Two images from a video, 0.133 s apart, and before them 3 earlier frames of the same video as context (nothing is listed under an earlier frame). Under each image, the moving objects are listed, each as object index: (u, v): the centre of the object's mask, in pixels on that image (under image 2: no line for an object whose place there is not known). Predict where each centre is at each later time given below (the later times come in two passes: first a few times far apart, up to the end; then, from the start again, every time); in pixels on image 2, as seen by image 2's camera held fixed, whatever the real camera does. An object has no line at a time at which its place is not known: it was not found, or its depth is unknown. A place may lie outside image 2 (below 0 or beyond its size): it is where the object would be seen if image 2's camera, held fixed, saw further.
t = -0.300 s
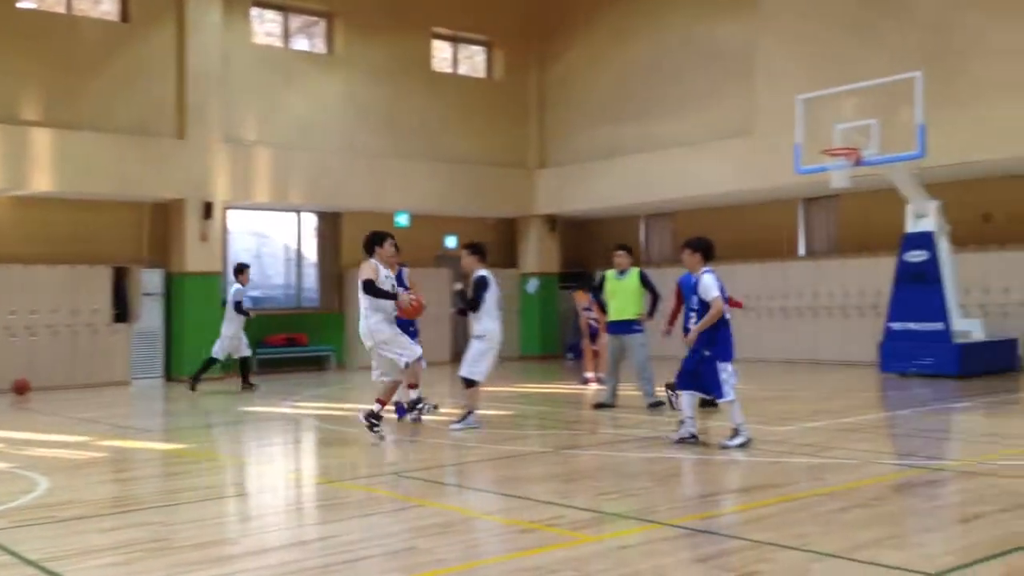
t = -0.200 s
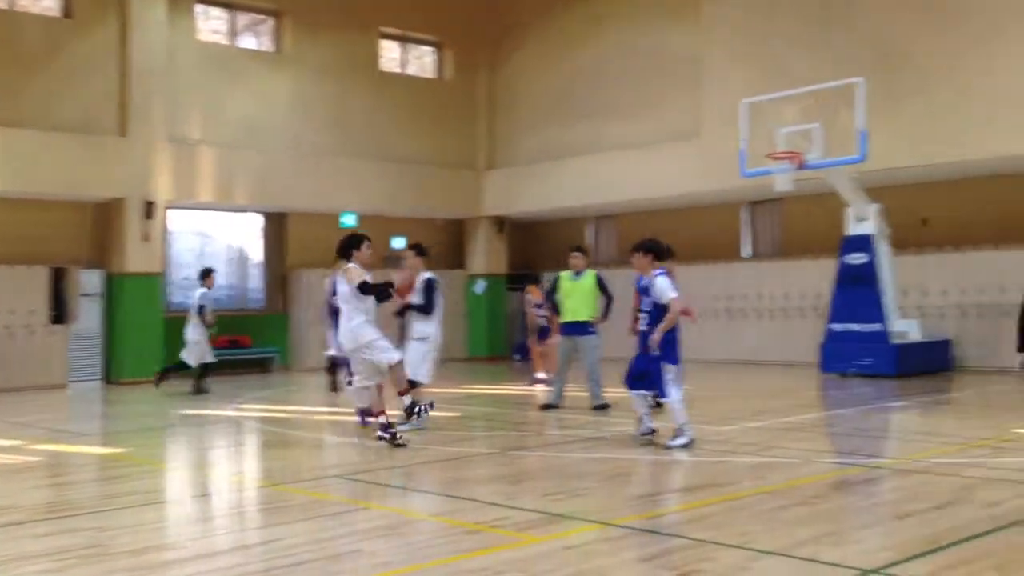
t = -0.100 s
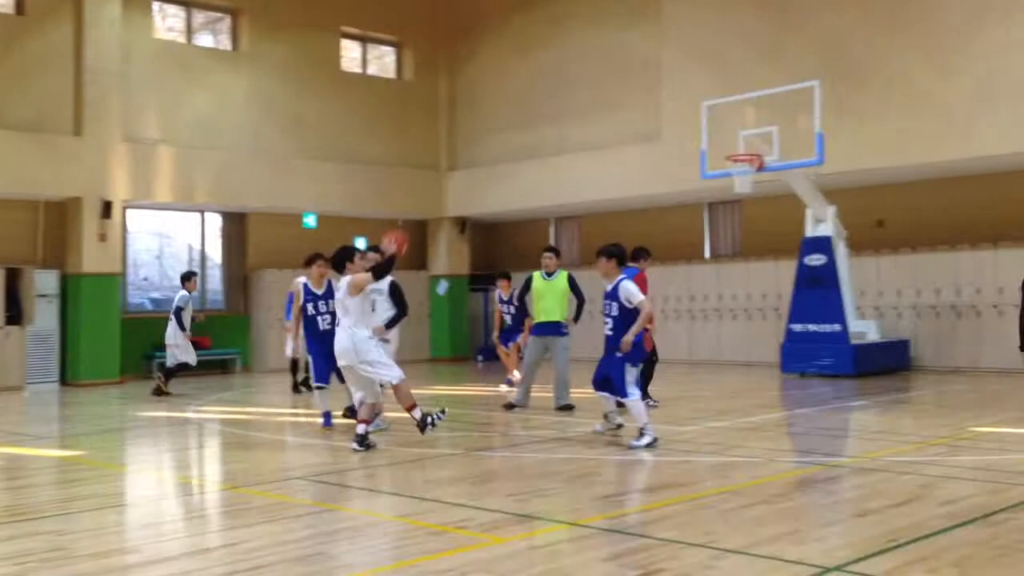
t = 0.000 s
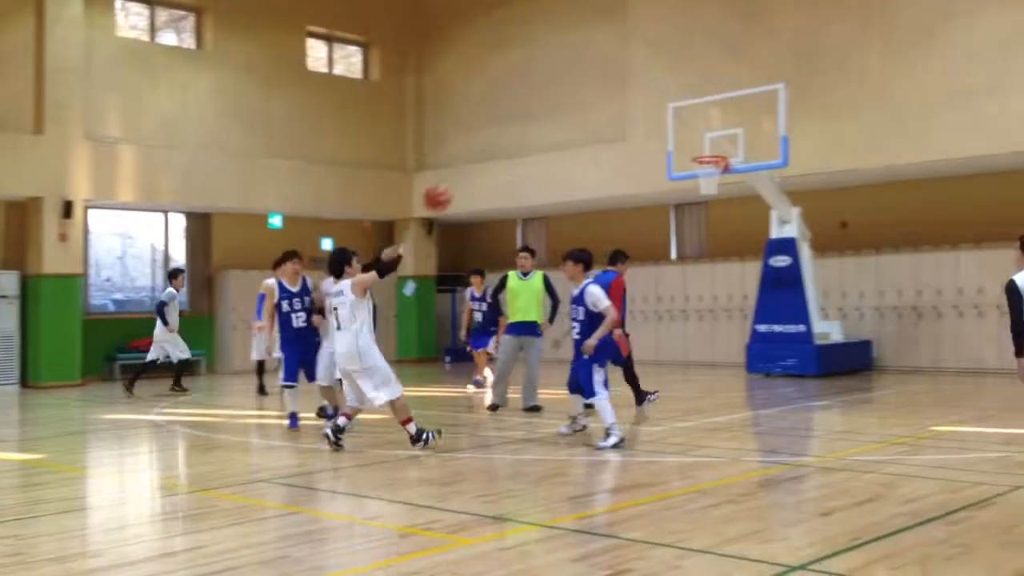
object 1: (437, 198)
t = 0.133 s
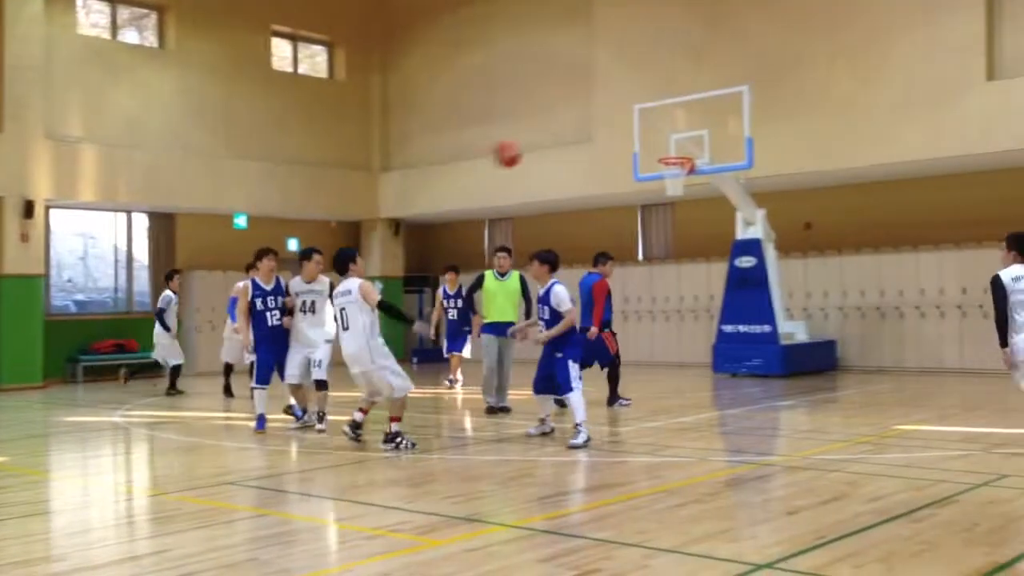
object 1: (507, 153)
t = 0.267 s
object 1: (605, 130)
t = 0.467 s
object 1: (747, 134)
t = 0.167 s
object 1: (532, 145)
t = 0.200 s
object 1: (558, 139)
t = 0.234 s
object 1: (582, 133)
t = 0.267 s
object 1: (605, 130)
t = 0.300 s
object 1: (630, 127)
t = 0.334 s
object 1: (653, 126)
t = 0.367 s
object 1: (679, 125)
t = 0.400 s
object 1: (703, 126)
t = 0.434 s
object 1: (724, 128)
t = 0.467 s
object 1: (747, 134)
